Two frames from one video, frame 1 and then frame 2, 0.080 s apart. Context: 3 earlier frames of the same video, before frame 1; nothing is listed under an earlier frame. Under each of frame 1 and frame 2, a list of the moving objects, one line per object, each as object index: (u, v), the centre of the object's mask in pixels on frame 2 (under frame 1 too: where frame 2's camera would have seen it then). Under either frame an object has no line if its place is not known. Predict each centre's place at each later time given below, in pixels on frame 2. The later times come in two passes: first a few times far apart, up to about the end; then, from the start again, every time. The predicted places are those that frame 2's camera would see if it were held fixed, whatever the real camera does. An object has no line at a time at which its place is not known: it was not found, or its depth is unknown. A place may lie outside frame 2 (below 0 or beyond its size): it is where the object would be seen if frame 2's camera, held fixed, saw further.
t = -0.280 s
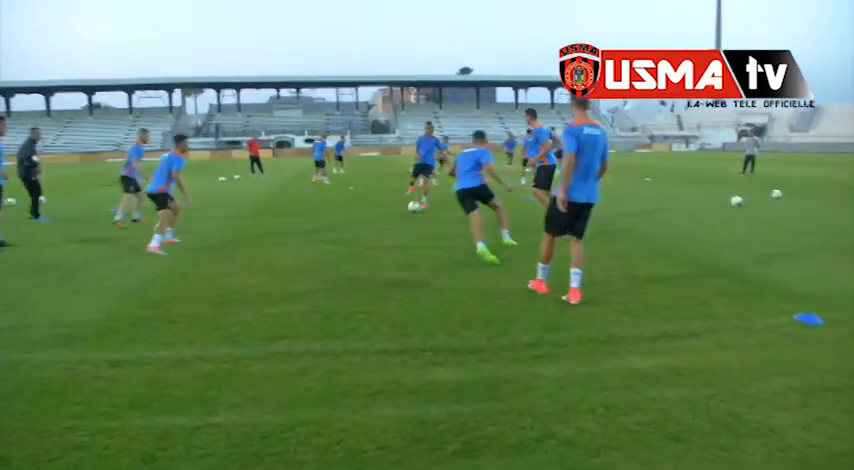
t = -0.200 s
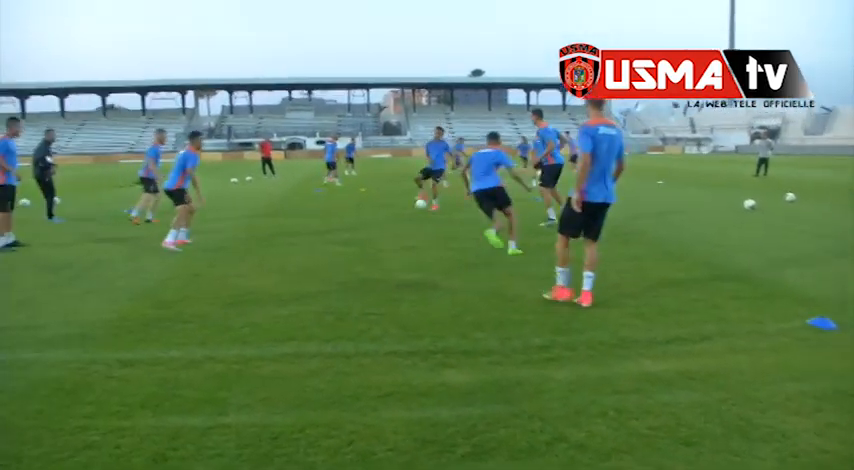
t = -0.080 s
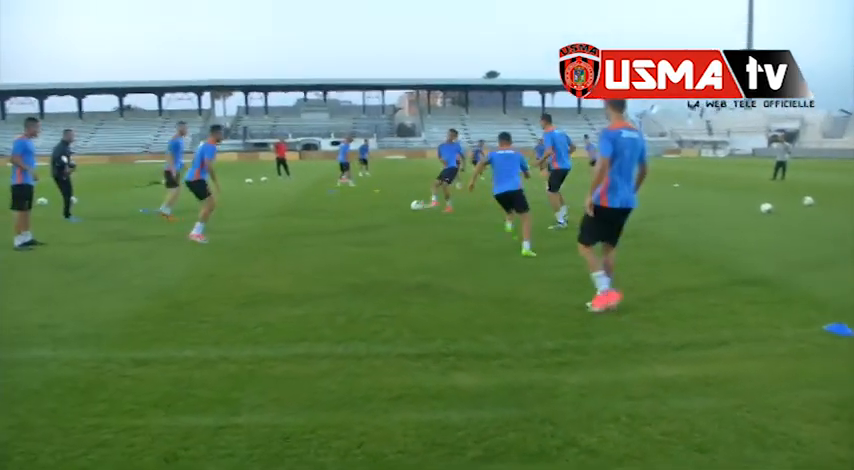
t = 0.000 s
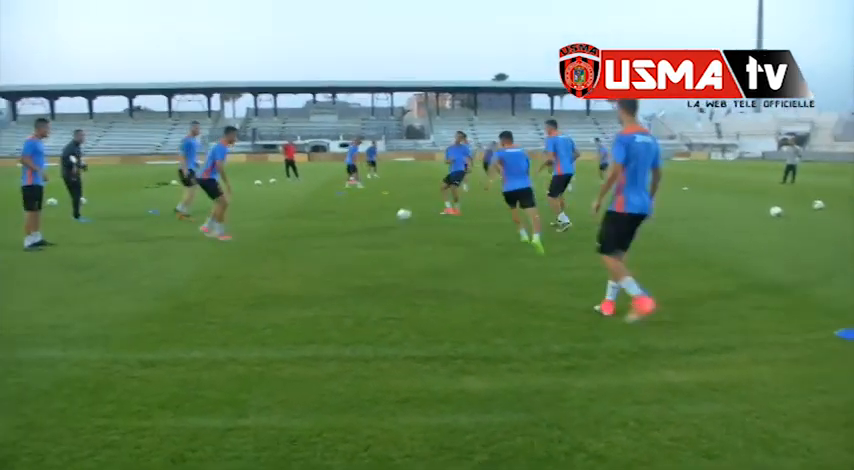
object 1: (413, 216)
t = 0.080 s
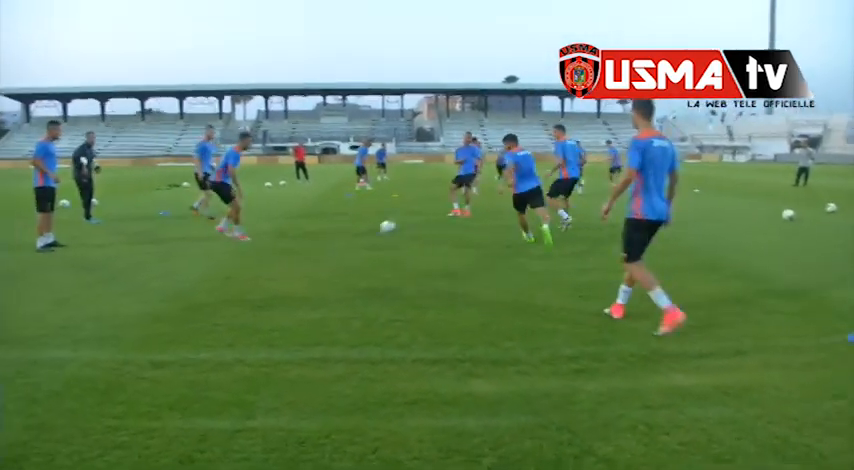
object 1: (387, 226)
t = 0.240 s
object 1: (319, 251)
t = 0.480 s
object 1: (153, 308)
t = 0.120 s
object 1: (371, 234)
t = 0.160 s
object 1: (354, 245)
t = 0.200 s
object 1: (338, 249)
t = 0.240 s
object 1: (319, 251)
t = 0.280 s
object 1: (299, 255)
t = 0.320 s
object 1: (277, 262)
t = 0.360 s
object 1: (250, 271)
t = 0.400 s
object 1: (222, 282)
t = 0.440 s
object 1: (188, 297)
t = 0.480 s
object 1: (153, 308)
